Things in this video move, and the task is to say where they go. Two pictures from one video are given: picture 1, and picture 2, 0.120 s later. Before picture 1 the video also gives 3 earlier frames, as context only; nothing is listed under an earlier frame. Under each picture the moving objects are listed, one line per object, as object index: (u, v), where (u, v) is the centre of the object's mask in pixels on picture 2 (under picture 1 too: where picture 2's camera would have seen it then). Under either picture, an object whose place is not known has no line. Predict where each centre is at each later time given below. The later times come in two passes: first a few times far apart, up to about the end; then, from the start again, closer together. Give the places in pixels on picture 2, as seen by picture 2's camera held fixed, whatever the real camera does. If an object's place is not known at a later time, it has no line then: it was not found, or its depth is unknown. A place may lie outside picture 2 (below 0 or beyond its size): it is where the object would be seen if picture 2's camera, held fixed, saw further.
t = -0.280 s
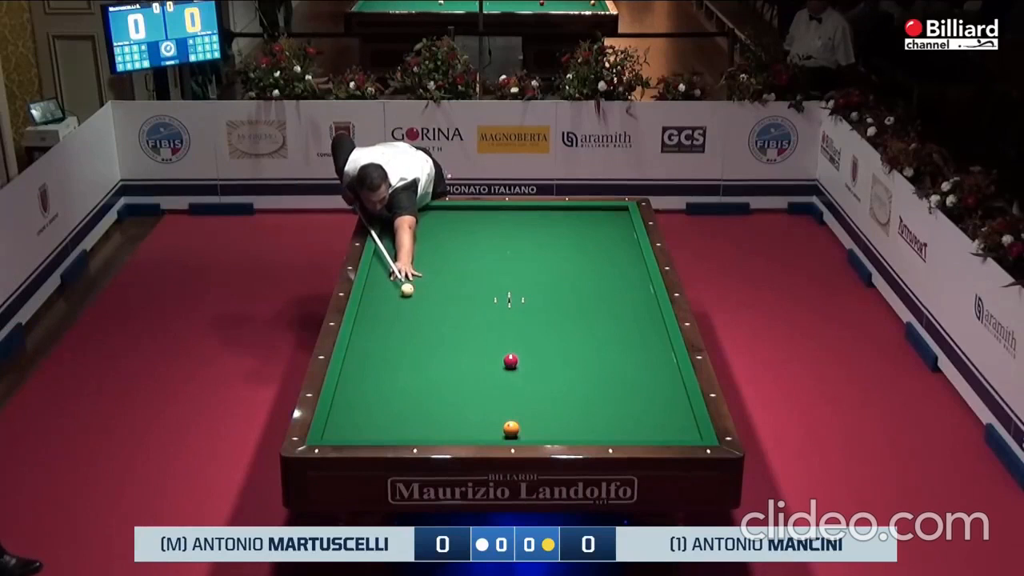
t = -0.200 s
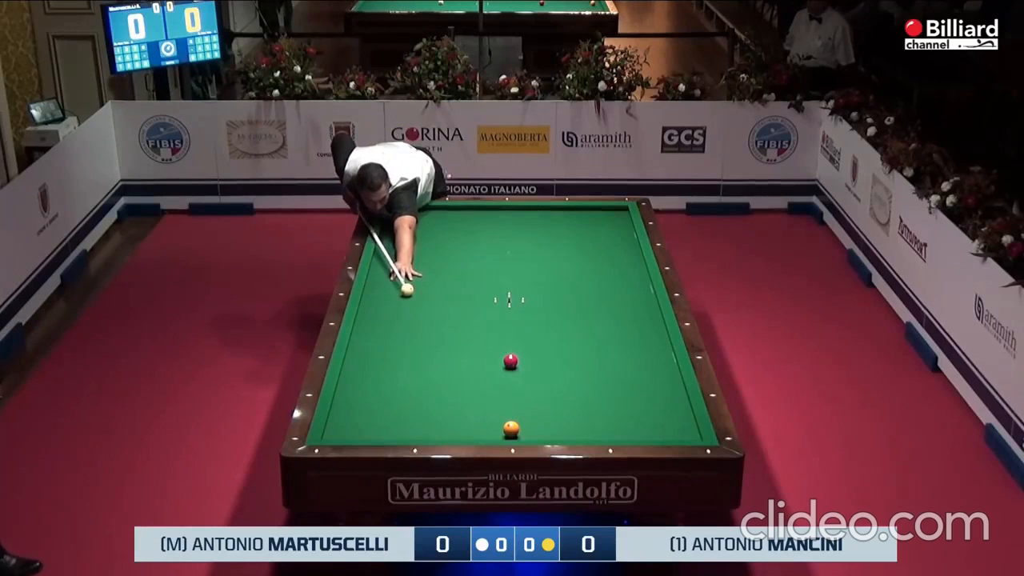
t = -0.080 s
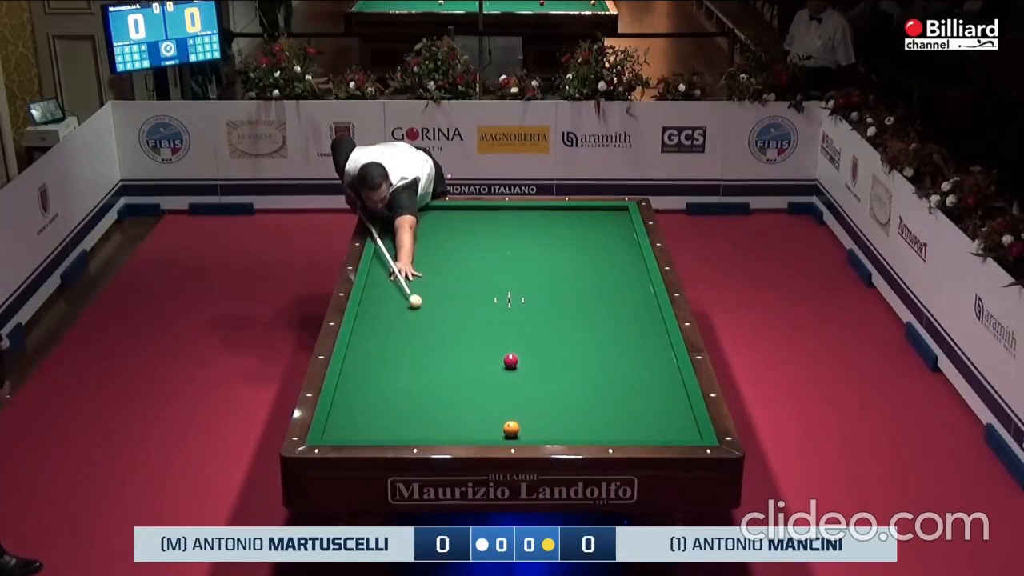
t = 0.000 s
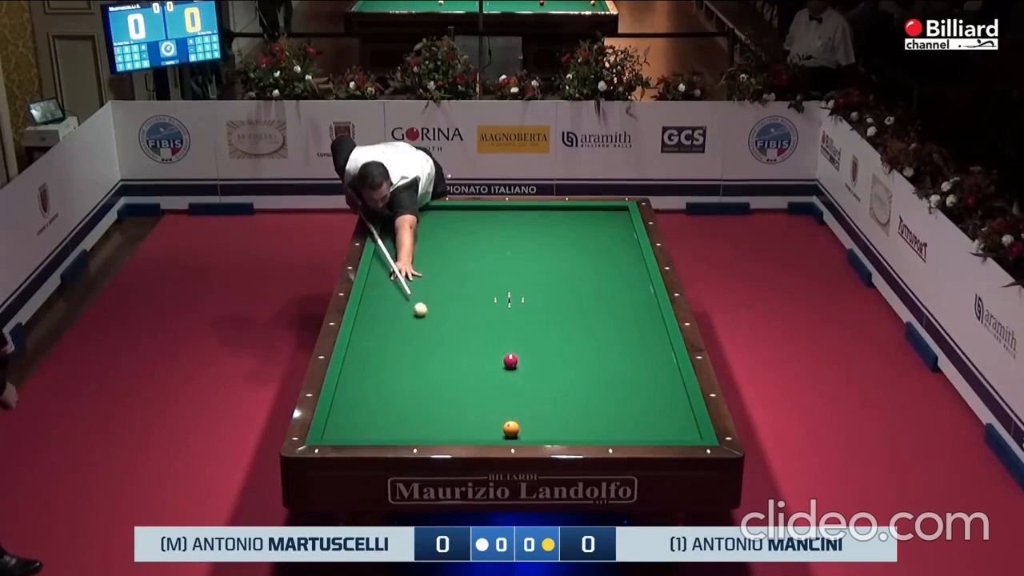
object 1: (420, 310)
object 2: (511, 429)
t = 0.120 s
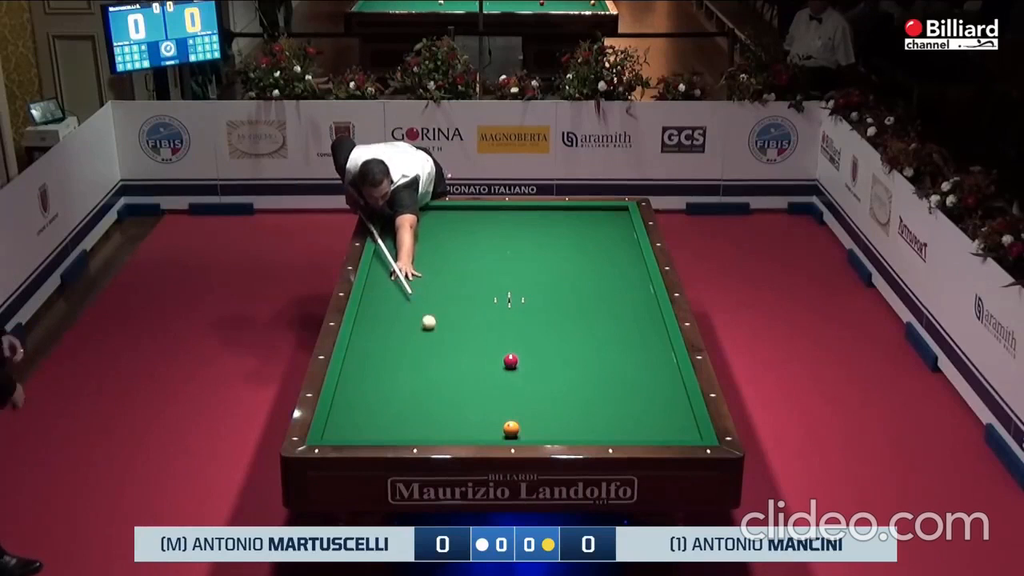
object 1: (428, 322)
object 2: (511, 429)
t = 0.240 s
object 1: (437, 336)
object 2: (511, 429)
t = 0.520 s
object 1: (459, 369)
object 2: (511, 429)
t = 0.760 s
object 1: (480, 401)
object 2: (511, 429)
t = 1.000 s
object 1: (490, 431)
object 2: (524, 431)
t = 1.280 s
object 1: (470, 422)
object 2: (558, 433)
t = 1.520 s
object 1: (455, 409)
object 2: (582, 430)
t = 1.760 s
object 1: (441, 396)
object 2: (605, 426)
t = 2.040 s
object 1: (425, 382)
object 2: (630, 422)
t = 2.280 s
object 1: (413, 371)
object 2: (650, 418)
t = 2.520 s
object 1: (401, 360)
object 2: (670, 414)
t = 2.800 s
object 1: (388, 349)
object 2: (681, 410)
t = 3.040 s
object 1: (378, 340)
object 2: (670, 408)
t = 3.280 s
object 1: (368, 331)
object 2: (658, 405)
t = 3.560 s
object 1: (361, 322)
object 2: (646, 402)
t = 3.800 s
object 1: (369, 315)
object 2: (637, 400)
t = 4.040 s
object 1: (376, 309)
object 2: (629, 398)
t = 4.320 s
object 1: (383, 303)
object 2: (619, 395)
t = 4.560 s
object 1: (389, 297)
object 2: (612, 393)
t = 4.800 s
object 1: (395, 292)
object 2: (604, 392)
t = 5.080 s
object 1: (402, 286)
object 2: (598, 390)
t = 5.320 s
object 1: (407, 282)
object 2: (592, 388)
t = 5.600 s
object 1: (412, 277)
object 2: (586, 387)
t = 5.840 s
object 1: (417, 273)
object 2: (582, 386)
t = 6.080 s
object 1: (421, 270)
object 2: (578, 385)
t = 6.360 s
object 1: (425, 266)
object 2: (574, 384)
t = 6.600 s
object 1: (429, 263)
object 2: (571, 383)
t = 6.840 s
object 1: (432, 260)
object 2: (569, 383)
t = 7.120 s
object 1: (436, 256)
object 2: (567, 382)
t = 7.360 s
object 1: (439, 253)
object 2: (566, 382)
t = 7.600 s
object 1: (441, 251)
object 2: (565, 382)
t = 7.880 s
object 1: (444, 249)
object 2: (565, 382)
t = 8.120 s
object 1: (446, 247)
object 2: (565, 382)
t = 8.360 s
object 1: (448, 245)
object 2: (566, 382)
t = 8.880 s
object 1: (452, 242)
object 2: (566, 382)
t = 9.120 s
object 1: (453, 240)
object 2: (566, 382)
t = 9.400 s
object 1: (455, 239)
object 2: (566, 382)
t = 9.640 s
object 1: (456, 238)
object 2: (566, 382)
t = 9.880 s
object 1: (456, 237)
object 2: (566, 382)
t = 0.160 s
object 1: (431, 327)
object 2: (511, 429)
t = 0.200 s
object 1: (434, 331)
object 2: (511, 429)
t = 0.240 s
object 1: (437, 336)
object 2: (511, 429)
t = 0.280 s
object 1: (440, 341)
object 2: (511, 429)
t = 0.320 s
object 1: (443, 345)
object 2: (511, 429)
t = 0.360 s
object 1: (446, 350)
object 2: (511, 429)
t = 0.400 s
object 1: (449, 355)
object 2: (511, 429)
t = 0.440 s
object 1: (453, 360)
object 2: (511, 429)
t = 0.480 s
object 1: (456, 364)
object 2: (511, 429)
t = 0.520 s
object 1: (459, 369)
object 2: (511, 429)
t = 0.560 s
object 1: (463, 374)
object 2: (511, 429)
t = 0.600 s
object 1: (466, 380)
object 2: (511, 429)
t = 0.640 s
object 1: (470, 385)
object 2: (511, 429)
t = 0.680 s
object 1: (473, 390)
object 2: (511, 429)
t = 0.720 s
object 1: (477, 396)
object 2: (511, 429)
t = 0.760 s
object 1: (480, 401)
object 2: (511, 429)
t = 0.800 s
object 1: (484, 407)
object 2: (511, 429)
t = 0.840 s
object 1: (488, 413)
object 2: (511, 429)
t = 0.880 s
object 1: (492, 418)
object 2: (511, 429)
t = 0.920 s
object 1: (495, 424)
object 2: (511, 429)
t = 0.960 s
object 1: (493, 428)
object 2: (517, 430)
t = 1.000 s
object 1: (490, 431)
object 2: (524, 431)
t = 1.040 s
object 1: (487, 433)
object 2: (531, 432)
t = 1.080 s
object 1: (484, 434)
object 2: (536, 434)
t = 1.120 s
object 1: (481, 432)
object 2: (542, 435)
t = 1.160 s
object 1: (478, 430)
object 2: (546, 435)
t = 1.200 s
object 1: (475, 427)
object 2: (550, 434)
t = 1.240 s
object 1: (473, 424)
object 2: (554, 433)
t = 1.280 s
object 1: (470, 422)
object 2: (558, 433)
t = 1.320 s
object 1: (467, 420)
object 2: (562, 432)
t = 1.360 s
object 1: (465, 418)
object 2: (566, 432)
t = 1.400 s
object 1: (462, 415)
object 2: (570, 431)
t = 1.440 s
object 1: (460, 413)
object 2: (574, 431)
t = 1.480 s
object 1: (457, 411)
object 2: (578, 430)
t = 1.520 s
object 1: (455, 409)
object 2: (582, 430)
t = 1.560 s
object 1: (452, 407)
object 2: (586, 430)
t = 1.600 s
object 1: (450, 405)
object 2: (590, 429)
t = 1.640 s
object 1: (447, 402)
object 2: (593, 429)
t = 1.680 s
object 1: (445, 400)
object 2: (597, 428)
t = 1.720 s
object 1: (443, 398)
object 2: (601, 428)
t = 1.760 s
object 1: (441, 396)
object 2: (605, 426)
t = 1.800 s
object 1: (438, 394)
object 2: (608, 426)
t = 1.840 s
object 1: (436, 392)
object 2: (612, 425)
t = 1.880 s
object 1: (434, 390)
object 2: (616, 425)
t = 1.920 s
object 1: (432, 388)
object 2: (619, 424)
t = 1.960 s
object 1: (429, 386)
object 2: (622, 423)
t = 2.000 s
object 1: (427, 384)
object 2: (626, 423)
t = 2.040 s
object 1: (425, 382)
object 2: (630, 422)
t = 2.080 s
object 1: (423, 380)
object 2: (633, 421)
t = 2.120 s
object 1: (421, 378)
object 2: (637, 421)
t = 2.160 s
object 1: (419, 376)
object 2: (640, 420)
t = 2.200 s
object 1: (417, 374)
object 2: (643, 419)
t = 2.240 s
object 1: (414, 373)
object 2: (647, 419)
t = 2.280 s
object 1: (413, 371)
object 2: (650, 418)
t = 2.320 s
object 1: (411, 369)
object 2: (654, 417)
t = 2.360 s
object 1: (409, 367)
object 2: (657, 417)
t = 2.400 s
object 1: (407, 366)
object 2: (660, 416)
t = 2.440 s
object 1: (405, 364)
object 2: (663, 416)
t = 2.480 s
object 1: (403, 362)
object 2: (667, 415)
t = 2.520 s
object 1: (401, 360)
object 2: (670, 414)
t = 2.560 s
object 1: (399, 359)
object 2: (673, 414)
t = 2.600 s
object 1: (397, 357)
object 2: (676, 413)
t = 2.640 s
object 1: (395, 355)
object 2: (679, 413)
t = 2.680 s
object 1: (394, 354)
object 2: (682, 412)
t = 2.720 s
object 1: (392, 352)
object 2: (685, 411)
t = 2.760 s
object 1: (390, 350)
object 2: (683, 411)
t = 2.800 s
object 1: (388, 349)
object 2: (681, 410)
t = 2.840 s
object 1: (387, 347)
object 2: (679, 410)
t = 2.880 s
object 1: (385, 346)
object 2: (677, 410)
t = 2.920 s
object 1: (383, 344)
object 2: (675, 409)
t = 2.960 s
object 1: (381, 343)
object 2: (673, 408)
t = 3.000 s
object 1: (380, 341)
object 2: (671, 408)
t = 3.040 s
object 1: (378, 340)
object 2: (670, 408)
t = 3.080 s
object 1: (376, 338)
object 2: (668, 407)
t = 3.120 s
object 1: (375, 337)
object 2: (666, 407)
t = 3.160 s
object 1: (373, 335)
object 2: (664, 406)
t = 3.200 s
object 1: (372, 334)
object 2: (662, 406)
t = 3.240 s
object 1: (370, 332)
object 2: (660, 405)
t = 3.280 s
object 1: (368, 331)
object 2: (658, 405)
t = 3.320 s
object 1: (366, 330)
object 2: (657, 405)
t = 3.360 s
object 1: (365, 328)
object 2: (655, 404)
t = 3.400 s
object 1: (364, 327)
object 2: (653, 404)
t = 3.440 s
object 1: (362, 326)
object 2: (651, 403)
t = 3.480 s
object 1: (361, 324)
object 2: (650, 403)
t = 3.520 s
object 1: (360, 323)
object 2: (648, 403)
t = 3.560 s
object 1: (361, 322)
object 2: (646, 402)
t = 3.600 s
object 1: (363, 321)
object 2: (645, 402)
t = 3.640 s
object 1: (364, 320)
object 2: (643, 401)
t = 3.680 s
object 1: (365, 319)
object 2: (642, 401)
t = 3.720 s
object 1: (366, 318)
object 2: (640, 401)
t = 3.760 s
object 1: (368, 316)
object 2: (638, 400)
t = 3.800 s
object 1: (369, 315)
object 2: (637, 400)
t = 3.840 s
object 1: (370, 314)
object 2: (635, 400)
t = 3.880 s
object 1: (371, 313)
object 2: (634, 399)
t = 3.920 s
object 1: (372, 312)
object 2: (633, 399)
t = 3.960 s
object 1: (374, 311)
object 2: (631, 398)
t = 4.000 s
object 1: (375, 310)
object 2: (630, 398)
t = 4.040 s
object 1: (376, 309)
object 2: (629, 398)
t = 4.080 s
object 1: (377, 308)
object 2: (627, 397)
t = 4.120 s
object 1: (378, 307)
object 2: (626, 397)
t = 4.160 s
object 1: (379, 306)
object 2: (624, 397)
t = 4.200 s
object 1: (380, 305)
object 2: (623, 396)
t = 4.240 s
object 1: (381, 304)
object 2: (622, 396)
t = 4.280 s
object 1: (382, 304)
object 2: (620, 396)
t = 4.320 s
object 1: (383, 303)
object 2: (619, 395)
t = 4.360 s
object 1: (384, 301)
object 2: (618, 395)
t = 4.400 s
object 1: (385, 301)
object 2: (616, 395)
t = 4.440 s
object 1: (386, 300)
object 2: (615, 394)
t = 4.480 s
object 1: (387, 299)
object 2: (614, 394)
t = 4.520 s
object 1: (388, 298)
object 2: (613, 394)
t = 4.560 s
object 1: (389, 297)
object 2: (612, 393)
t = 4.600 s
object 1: (390, 296)
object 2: (610, 393)
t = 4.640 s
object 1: (391, 296)
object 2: (609, 393)
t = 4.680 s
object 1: (393, 295)
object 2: (608, 392)
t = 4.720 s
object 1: (393, 294)
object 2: (607, 392)
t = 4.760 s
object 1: (394, 293)
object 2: (606, 392)
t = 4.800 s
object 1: (395, 292)
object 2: (604, 392)
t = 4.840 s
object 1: (396, 291)
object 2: (603, 391)
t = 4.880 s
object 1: (397, 290)
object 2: (603, 391)
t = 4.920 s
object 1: (398, 290)
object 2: (602, 391)
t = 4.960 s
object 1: (399, 289)
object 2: (600, 391)
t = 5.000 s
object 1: (400, 288)
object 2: (599, 390)
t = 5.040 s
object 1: (401, 287)
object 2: (598, 390)
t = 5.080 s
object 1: (402, 286)
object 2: (598, 390)
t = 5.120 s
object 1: (402, 286)
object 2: (597, 389)
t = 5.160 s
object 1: (403, 285)
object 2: (596, 389)
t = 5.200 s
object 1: (404, 284)
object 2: (595, 389)
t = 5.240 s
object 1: (405, 284)
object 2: (594, 389)
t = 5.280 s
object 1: (406, 283)
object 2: (593, 389)
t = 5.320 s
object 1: (407, 282)
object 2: (592, 388)
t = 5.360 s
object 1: (407, 281)
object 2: (591, 388)
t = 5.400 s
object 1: (408, 281)
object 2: (590, 388)
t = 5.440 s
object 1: (409, 280)
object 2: (589, 388)
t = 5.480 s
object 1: (410, 279)
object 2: (588, 388)
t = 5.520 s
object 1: (411, 278)
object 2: (588, 387)
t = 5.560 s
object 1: (411, 278)
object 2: (587, 387)
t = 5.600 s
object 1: (412, 277)
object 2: (586, 387)
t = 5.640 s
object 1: (413, 277)
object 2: (585, 387)
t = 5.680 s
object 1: (414, 276)
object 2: (585, 387)
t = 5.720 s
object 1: (414, 275)
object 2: (584, 386)
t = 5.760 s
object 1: (415, 274)
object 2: (583, 386)
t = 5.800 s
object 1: (416, 274)
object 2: (582, 386)
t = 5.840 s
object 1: (417, 273)
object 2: (582, 386)
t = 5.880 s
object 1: (417, 273)
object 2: (581, 386)
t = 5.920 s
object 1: (418, 272)
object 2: (581, 385)
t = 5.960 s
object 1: (419, 271)
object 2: (580, 385)
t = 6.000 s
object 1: (419, 271)
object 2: (579, 385)
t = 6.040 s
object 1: (420, 270)
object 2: (578, 385)
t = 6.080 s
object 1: (421, 270)
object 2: (578, 385)
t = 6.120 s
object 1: (421, 269)
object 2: (577, 385)
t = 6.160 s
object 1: (422, 268)
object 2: (577, 385)
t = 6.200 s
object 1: (423, 268)
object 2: (576, 384)
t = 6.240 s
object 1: (423, 267)
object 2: (576, 384)
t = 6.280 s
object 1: (424, 267)
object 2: (575, 384)
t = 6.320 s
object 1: (425, 266)
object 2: (575, 384)
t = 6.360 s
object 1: (425, 266)
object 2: (574, 384)
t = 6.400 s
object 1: (426, 265)
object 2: (574, 384)
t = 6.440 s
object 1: (426, 265)
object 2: (573, 384)
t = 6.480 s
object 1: (427, 264)
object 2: (573, 384)
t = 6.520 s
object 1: (428, 264)
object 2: (572, 384)
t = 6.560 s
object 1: (428, 263)
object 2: (572, 383)
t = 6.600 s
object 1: (429, 263)
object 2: (571, 383)
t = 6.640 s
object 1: (429, 262)
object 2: (571, 383)
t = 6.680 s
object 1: (430, 261)
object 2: (571, 383)
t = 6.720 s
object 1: (431, 261)
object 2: (570, 383)
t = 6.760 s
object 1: (431, 261)
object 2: (570, 383)
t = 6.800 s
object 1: (432, 260)
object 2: (570, 383)
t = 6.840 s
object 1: (432, 260)
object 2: (569, 383)
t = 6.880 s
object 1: (433, 259)
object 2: (569, 383)
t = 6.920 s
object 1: (433, 259)
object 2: (569, 383)
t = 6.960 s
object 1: (434, 258)
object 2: (568, 383)
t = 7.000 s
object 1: (434, 258)
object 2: (568, 383)
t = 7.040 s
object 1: (435, 257)
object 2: (568, 383)
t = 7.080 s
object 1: (435, 257)
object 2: (567, 382)
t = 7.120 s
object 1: (436, 256)
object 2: (567, 382)
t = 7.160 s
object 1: (436, 256)
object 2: (567, 382)
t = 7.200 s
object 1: (437, 255)
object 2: (567, 382)
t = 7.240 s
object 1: (437, 255)
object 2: (567, 382)
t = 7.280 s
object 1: (438, 254)
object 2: (566, 382)
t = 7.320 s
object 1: (438, 254)
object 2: (566, 382)
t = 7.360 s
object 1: (439, 253)
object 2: (566, 382)
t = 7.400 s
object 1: (439, 253)
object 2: (566, 382)
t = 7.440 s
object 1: (439, 252)
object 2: (566, 382)
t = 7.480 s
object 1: (440, 252)
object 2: (566, 382)
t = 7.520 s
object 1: (441, 252)
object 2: (566, 382)
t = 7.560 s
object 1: (441, 252)
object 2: (566, 382)
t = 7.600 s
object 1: (441, 251)
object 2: (565, 382)
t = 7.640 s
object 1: (442, 251)
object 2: (565, 382)
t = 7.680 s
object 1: (442, 251)
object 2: (565, 382)
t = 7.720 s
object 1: (442, 250)
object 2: (565, 382)
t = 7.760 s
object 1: (443, 250)
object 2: (565, 382)
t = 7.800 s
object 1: (443, 249)
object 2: (565, 382)
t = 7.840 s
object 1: (444, 249)
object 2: (565, 382)
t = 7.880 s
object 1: (444, 249)
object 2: (565, 382)
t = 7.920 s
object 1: (444, 248)
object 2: (565, 382)
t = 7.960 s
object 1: (445, 248)
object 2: (565, 382)
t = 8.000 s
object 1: (445, 248)
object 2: (565, 382)
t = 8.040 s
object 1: (445, 247)
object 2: (565, 382)
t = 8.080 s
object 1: (446, 247)
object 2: (565, 382)
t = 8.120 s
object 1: (446, 247)
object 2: (565, 382)
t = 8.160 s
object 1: (446, 246)
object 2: (565, 382)
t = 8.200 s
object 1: (447, 246)
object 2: (565, 382)
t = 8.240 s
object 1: (447, 246)
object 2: (565, 382)
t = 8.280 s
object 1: (448, 245)
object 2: (565, 382)
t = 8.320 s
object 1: (448, 245)
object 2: (565, 382)
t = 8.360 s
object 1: (448, 245)
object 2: (566, 382)
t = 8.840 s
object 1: (452, 242)
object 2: (565, 381)
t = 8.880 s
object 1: (452, 242)
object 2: (566, 382)
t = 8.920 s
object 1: (452, 241)
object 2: (566, 382)
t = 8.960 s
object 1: (452, 241)
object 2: (566, 382)
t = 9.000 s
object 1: (453, 241)
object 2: (566, 382)
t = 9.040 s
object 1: (453, 241)
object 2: (566, 382)
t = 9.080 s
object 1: (453, 240)
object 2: (566, 382)
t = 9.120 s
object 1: (453, 240)
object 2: (566, 382)
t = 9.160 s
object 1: (453, 240)
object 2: (566, 382)
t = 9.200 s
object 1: (454, 240)
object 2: (566, 382)
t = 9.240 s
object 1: (454, 240)
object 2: (566, 382)
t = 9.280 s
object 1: (454, 239)
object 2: (566, 382)
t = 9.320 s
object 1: (454, 239)
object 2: (566, 382)
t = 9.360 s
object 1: (454, 239)
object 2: (566, 382)
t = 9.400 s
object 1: (455, 239)
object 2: (566, 382)
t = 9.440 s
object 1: (455, 239)
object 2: (566, 382)
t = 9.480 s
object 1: (455, 239)
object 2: (566, 382)
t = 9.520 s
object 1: (455, 238)
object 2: (566, 382)
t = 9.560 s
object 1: (456, 238)
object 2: (566, 382)
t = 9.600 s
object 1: (456, 238)
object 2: (566, 382)
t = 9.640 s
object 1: (456, 238)
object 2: (566, 382)
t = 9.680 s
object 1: (456, 238)
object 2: (566, 382)
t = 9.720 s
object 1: (456, 238)
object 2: (566, 382)
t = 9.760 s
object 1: (456, 237)
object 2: (566, 382)
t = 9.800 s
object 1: (456, 237)
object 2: (566, 382)
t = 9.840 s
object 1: (456, 237)
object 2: (566, 382)
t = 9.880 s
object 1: (456, 237)
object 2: (566, 382)
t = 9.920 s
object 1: (456, 237)
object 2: (566, 382)
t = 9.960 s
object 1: (457, 237)
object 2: (566, 382)
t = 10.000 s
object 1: (457, 237)
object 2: (566, 382)
